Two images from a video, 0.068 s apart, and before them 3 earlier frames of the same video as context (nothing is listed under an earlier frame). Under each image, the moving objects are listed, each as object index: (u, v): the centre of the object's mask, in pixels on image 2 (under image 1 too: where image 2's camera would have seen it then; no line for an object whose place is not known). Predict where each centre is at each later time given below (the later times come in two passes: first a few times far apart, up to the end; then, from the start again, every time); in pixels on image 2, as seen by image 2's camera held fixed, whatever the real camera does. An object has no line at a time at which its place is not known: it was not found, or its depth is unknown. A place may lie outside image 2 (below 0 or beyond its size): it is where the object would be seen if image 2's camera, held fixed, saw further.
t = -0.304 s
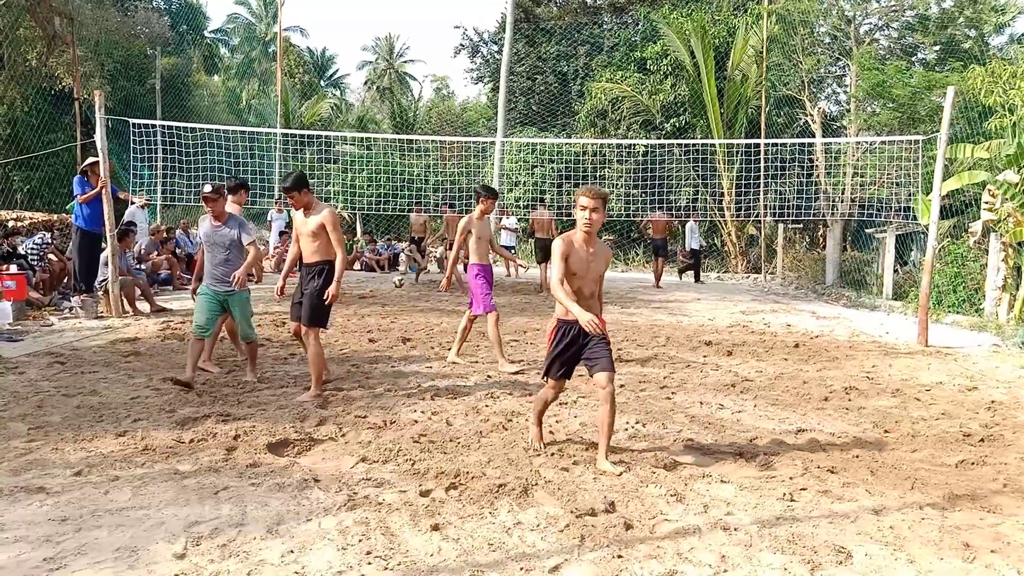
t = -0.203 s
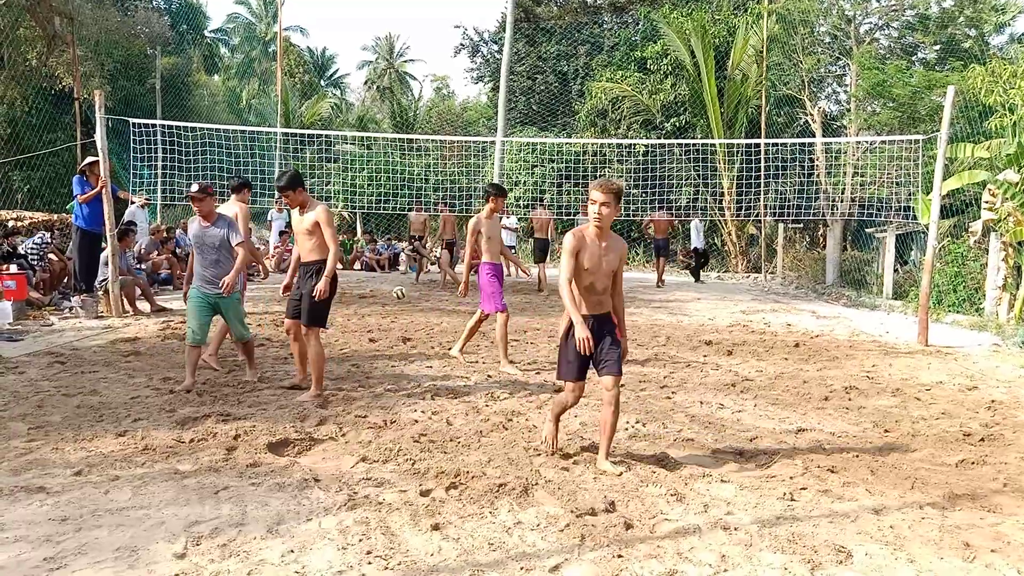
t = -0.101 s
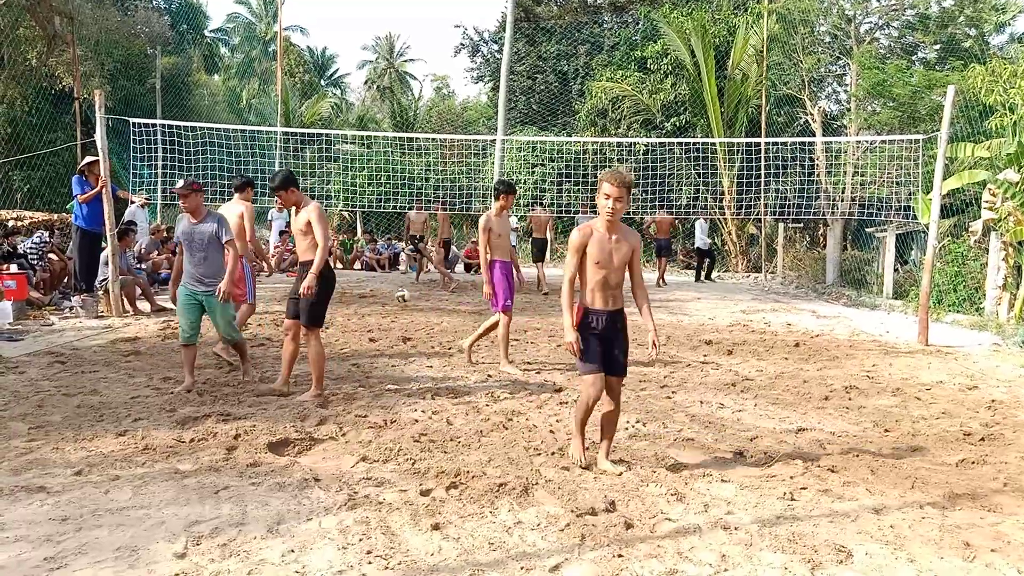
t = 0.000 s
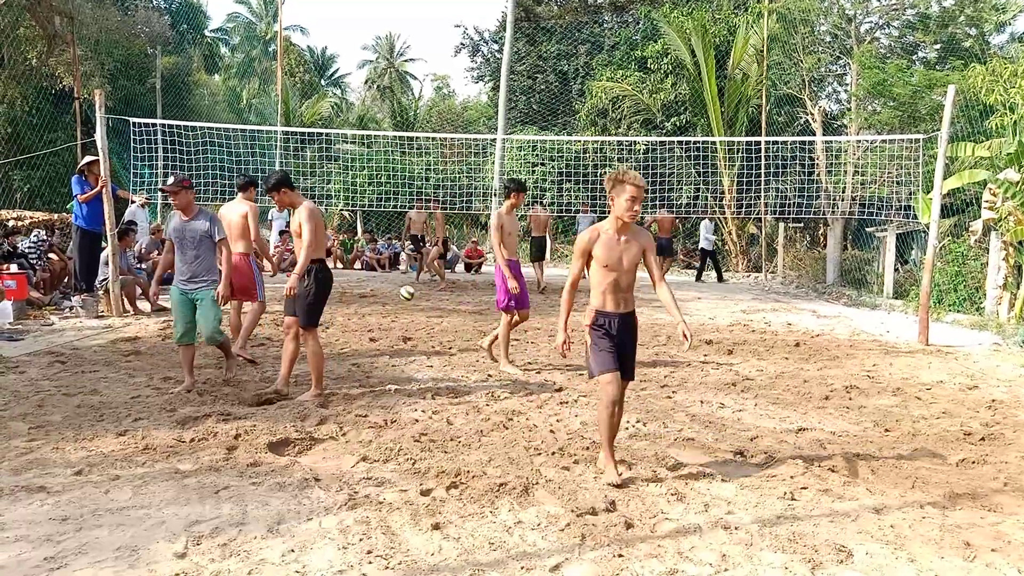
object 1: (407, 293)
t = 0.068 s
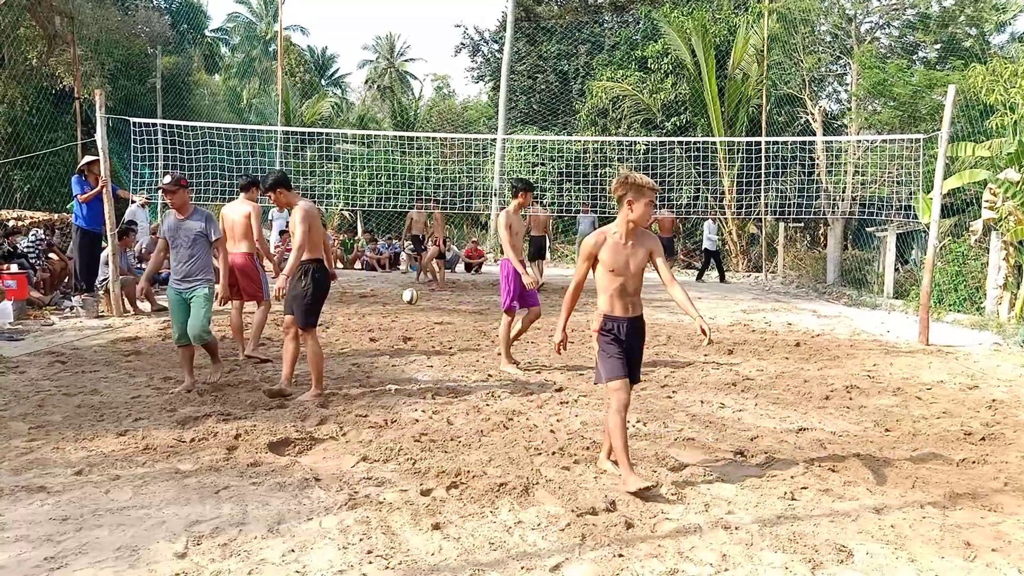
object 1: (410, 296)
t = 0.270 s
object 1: (425, 335)
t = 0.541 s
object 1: (451, 338)
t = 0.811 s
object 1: (488, 392)
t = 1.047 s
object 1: (531, 425)
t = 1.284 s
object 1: (592, 467)
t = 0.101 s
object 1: (412, 299)
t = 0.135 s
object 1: (415, 304)
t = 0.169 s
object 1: (416, 310)
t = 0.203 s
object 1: (419, 317)
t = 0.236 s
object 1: (422, 325)
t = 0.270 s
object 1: (425, 335)
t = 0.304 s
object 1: (427, 339)
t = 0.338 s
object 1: (430, 337)
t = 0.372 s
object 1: (433, 334)
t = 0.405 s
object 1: (437, 332)
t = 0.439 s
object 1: (440, 332)
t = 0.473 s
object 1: (443, 332)
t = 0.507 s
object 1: (447, 334)
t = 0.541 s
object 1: (451, 338)
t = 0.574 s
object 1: (455, 343)
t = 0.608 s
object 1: (459, 349)
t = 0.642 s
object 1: (464, 357)
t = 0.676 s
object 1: (469, 367)
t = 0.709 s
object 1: (474, 379)
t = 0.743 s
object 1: (480, 385)
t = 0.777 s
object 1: (483, 388)
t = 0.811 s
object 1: (488, 392)
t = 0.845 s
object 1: (493, 396)
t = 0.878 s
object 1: (499, 402)
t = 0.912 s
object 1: (505, 407)
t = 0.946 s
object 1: (511, 414)
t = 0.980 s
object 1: (517, 420)
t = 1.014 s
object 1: (523, 423)
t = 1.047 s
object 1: (531, 425)
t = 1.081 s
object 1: (538, 429)
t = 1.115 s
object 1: (546, 435)
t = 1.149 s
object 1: (555, 443)
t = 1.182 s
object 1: (564, 455)
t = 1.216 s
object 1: (573, 460)
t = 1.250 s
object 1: (582, 462)
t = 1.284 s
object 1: (592, 467)
